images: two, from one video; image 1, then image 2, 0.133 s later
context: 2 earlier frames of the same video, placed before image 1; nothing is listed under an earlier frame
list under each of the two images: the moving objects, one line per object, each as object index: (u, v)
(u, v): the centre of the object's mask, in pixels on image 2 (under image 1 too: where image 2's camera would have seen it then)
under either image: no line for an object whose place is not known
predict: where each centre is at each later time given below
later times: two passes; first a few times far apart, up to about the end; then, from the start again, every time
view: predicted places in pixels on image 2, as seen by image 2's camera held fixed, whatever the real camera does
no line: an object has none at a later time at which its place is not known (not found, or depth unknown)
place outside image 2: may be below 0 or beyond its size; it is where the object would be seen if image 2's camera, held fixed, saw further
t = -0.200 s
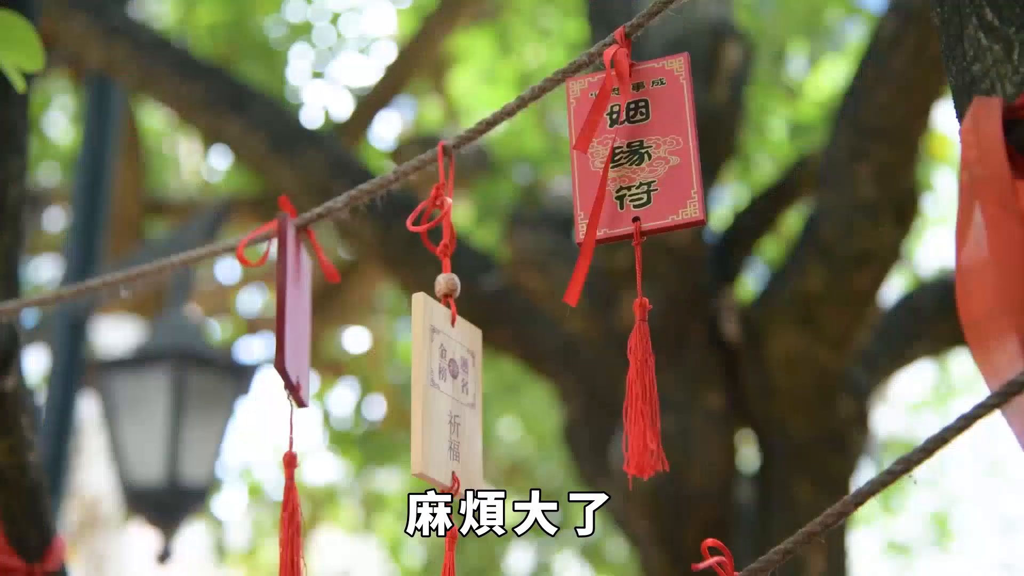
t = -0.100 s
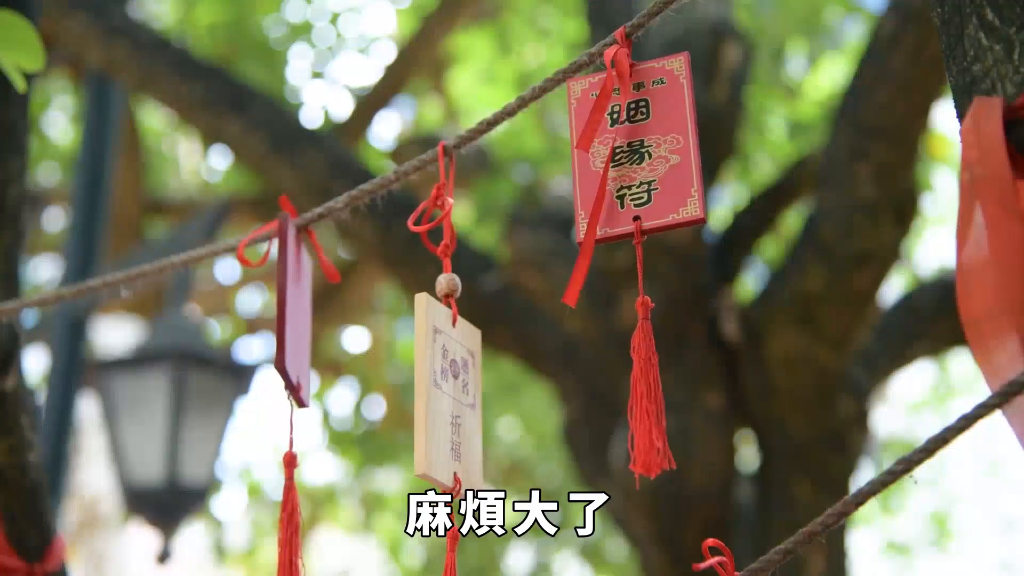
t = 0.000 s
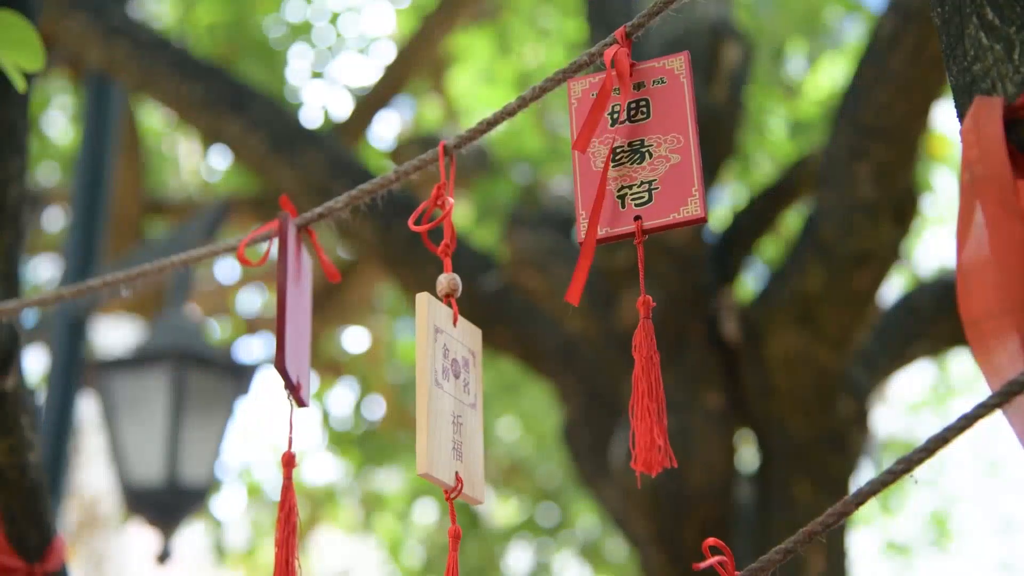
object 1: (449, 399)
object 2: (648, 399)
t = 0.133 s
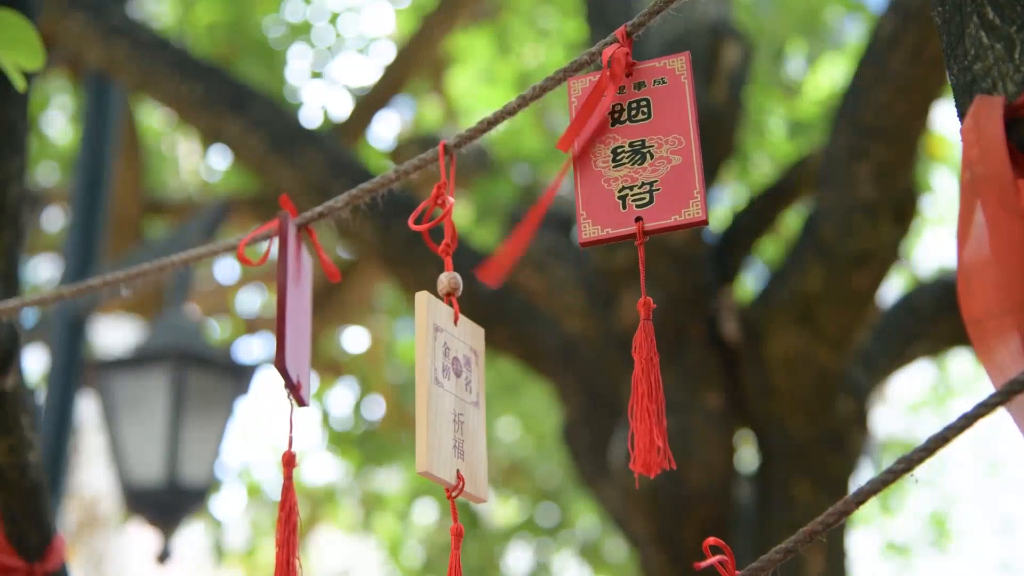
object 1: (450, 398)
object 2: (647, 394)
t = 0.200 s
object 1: (450, 398)
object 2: (648, 397)
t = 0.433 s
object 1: (443, 399)
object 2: (638, 395)
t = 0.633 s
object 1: (443, 399)
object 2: (637, 389)
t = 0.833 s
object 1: (448, 397)
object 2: (650, 398)
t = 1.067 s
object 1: (446, 399)
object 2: (641, 400)
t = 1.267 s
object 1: (448, 398)
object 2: (655, 393)
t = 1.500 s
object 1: (454, 395)
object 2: (641, 392)
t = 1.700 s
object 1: (454, 396)
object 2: (647, 390)
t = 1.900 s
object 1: (447, 395)
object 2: (655, 399)
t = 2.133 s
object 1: (449, 396)
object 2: (640, 398)
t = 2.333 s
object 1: (450, 396)
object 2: (652, 390)
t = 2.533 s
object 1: (448, 397)
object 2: (647, 396)
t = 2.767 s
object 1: (447, 397)
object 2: (642, 389)
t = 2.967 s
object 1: (451, 396)
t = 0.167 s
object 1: (450, 398)
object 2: (648, 396)
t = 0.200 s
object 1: (450, 398)
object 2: (648, 397)
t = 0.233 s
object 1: (449, 398)
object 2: (648, 398)
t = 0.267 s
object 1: (448, 398)
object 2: (648, 398)
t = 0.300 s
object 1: (447, 397)
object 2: (647, 407)
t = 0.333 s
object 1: (445, 397)
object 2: (645, 396)
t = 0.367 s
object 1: (445, 398)
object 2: (643, 395)
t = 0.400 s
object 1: (444, 398)
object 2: (641, 404)
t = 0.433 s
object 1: (443, 399)
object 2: (638, 395)
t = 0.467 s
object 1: (442, 399)
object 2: (635, 393)
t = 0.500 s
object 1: (442, 399)
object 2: (633, 398)
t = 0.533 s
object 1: (442, 399)
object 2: (632, 389)
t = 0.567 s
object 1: (442, 399)
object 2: (632, 387)
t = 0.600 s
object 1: (443, 399)
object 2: (634, 393)
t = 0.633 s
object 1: (443, 399)
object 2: (637, 389)
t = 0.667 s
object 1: (444, 398)
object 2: (641, 390)
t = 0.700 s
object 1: (445, 398)
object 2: (645, 393)
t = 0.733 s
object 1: (446, 398)
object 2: (649, 402)
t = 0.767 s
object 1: (447, 398)
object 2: (650, 396)
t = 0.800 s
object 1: (447, 397)
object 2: (651, 397)
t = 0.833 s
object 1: (448, 397)
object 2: (650, 398)
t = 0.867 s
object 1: (448, 397)
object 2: (649, 398)
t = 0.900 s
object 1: (448, 398)
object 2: (647, 396)
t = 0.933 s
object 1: (448, 398)
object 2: (644, 397)
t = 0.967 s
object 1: (447, 398)
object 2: (643, 405)
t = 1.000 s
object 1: (447, 398)
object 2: (641, 393)
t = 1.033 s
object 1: (447, 398)
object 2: (640, 395)
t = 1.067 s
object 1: (446, 399)
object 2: (641, 400)
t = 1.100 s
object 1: (446, 399)
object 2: (642, 390)
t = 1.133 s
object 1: (446, 399)
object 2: (645, 398)
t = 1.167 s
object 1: (446, 398)
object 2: (648, 390)
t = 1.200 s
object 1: (447, 399)
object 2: (651, 389)
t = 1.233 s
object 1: (447, 399)
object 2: (653, 389)
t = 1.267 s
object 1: (448, 398)
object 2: (655, 393)
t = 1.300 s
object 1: (449, 398)
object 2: (654, 390)
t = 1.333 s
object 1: (450, 397)
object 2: (653, 393)
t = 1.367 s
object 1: (451, 397)
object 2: (651, 392)
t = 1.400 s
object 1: (452, 396)
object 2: (649, 394)
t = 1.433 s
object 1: (453, 396)
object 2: (646, 395)
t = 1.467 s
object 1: (454, 395)
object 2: (643, 392)
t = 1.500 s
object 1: (454, 395)
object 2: (641, 392)
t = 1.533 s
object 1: (455, 395)
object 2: (639, 391)
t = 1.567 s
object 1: (455, 395)
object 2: (639, 390)
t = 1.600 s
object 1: (455, 396)
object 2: (639, 388)
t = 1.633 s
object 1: (455, 396)
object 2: (641, 389)
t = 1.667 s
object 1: (454, 396)
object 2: (644, 395)
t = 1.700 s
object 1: (454, 396)
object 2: (647, 390)
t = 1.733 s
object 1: (453, 396)
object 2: (650, 389)
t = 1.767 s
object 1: (451, 397)
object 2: (653, 391)
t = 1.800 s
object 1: (450, 397)
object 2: (654, 391)
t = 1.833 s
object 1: (449, 395)
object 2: (656, 391)
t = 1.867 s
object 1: (448, 395)
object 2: (656, 392)
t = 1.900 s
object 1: (447, 395)
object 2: (655, 399)
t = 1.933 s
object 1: (446, 395)
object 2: (652, 393)
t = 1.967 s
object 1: (446, 395)
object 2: (649, 394)
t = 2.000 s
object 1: (446, 395)
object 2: (646, 393)
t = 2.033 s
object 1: (447, 395)
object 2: (643, 400)
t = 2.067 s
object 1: (447, 395)
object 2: (641, 399)
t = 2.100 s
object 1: (448, 395)
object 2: (640, 399)
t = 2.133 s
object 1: (449, 396)
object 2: (640, 398)
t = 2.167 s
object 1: (450, 396)
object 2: (641, 391)
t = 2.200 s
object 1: (450, 396)
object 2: (642, 390)
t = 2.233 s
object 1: (451, 396)
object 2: (645, 397)
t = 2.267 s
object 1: (451, 396)
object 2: (648, 389)
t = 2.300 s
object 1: (451, 396)
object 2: (650, 390)
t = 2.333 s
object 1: (450, 396)
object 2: (652, 390)
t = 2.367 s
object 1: (450, 396)
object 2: (654, 392)
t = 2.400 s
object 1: (450, 396)
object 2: (654, 394)
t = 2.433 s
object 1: (449, 396)
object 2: (654, 401)
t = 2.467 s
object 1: (449, 397)
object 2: (652, 402)
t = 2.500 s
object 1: (448, 397)
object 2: (649, 395)
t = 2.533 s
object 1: (448, 397)
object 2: (647, 396)
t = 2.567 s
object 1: (447, 397)
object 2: (643, 394)
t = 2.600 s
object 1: (447, 397)
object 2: (641, 402)
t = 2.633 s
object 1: (446, 397)
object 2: (639, 393)
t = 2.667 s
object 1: (446, 397)
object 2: (637, 391)
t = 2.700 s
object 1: (446, 397)
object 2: (637, 389)
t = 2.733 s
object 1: (447, 397)
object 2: (639, 389)
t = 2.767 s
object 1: (447, 397)
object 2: (642, 389)
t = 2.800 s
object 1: (447, 397)
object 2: (646, 388)
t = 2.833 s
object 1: (448, 398)
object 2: (650, 388)
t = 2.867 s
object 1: (449, 398)
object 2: (654, 388)
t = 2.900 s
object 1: (450, 397)
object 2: (657, 388)
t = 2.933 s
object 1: (450, 397)
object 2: (659, 391)
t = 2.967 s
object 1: (451, 396)
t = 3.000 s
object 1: (451, 396)
